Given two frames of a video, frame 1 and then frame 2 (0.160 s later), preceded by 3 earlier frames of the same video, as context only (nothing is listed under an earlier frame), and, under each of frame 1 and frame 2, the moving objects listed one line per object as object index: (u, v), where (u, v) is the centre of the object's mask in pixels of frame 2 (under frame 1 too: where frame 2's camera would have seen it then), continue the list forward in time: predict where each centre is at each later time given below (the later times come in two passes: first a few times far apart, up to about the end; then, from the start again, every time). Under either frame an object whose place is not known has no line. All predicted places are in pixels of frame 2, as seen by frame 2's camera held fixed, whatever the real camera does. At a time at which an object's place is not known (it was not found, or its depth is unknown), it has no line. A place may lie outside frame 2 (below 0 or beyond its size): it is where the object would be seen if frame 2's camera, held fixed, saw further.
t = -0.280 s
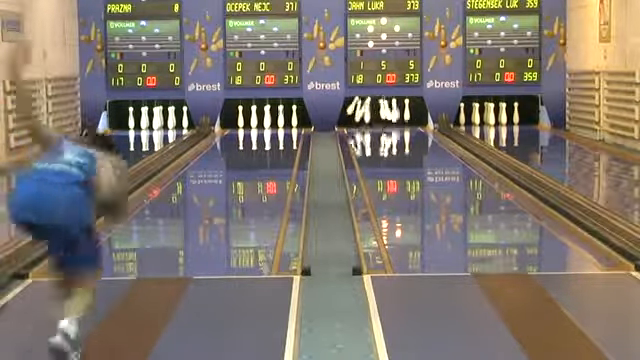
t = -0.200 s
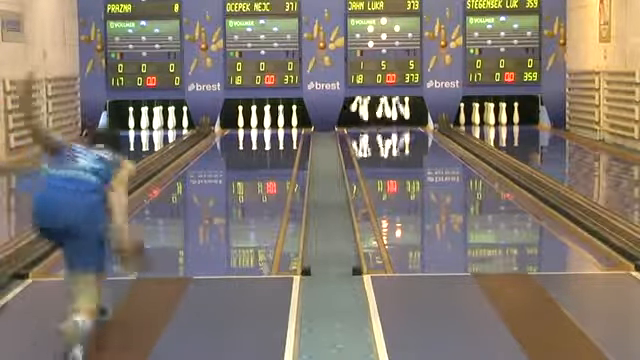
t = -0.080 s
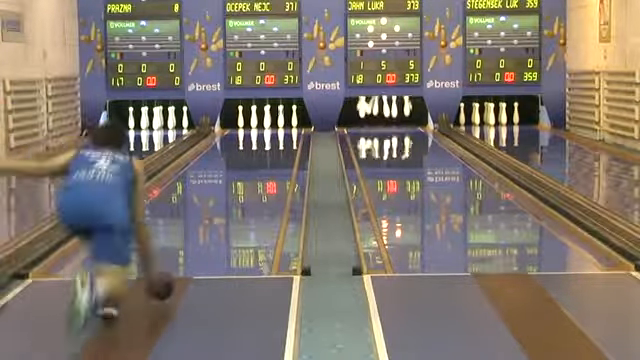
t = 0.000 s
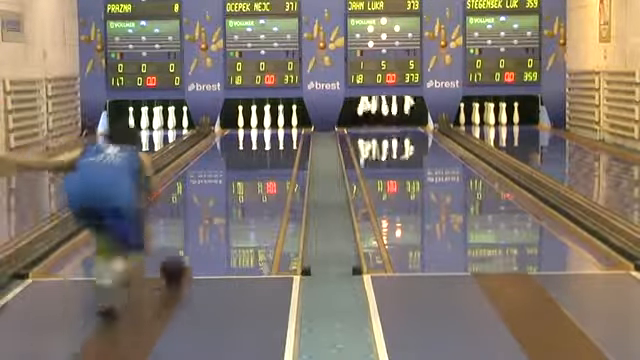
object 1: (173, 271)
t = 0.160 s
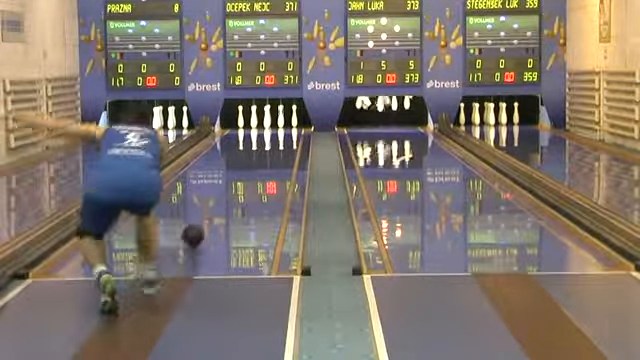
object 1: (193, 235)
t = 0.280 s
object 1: (204, 216)
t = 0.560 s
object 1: (223, 184)
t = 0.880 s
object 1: (233, 168)
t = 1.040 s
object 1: (242, 154)
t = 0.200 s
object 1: (197, 229)
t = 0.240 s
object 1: (201, 222)
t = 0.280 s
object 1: (204, 216)
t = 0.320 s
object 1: (207, 211)
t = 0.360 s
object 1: (210, 206)
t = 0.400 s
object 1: (212, 202)
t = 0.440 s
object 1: (215, 198)
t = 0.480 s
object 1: (217, 194)
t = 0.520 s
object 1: (217, 193)
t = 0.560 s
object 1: (223, 184)
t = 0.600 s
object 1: (224, 183)
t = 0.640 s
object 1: (225, 182)
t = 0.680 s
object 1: (229, 176)
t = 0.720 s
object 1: (230, 173)
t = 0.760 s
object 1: (232, 170)
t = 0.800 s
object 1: (232, 170)
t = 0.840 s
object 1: (233, 168)
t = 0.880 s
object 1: (233, 168)
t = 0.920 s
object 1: (234, 165)
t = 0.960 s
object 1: (240, 157)
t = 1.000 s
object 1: (241, 156)
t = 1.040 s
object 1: (242, 154)
